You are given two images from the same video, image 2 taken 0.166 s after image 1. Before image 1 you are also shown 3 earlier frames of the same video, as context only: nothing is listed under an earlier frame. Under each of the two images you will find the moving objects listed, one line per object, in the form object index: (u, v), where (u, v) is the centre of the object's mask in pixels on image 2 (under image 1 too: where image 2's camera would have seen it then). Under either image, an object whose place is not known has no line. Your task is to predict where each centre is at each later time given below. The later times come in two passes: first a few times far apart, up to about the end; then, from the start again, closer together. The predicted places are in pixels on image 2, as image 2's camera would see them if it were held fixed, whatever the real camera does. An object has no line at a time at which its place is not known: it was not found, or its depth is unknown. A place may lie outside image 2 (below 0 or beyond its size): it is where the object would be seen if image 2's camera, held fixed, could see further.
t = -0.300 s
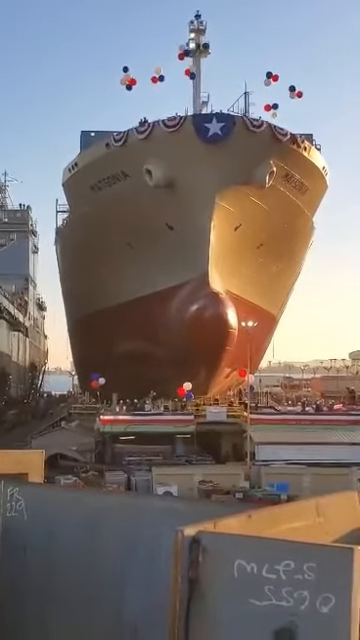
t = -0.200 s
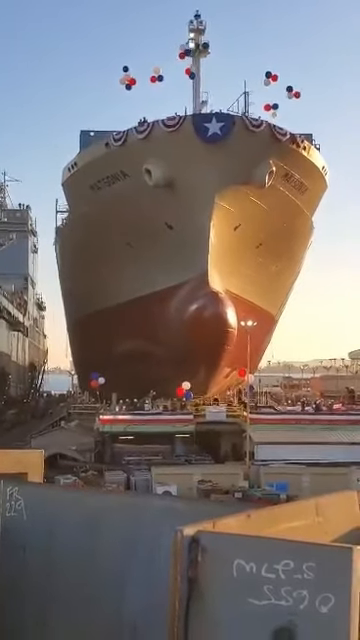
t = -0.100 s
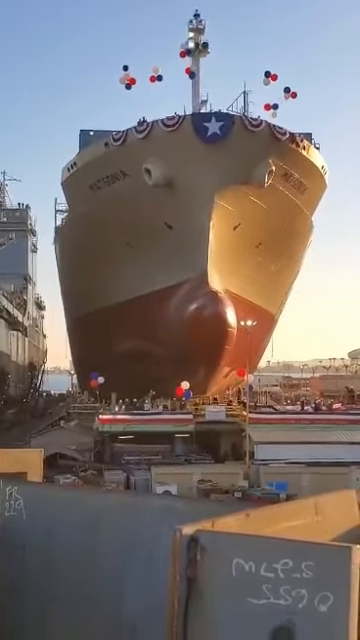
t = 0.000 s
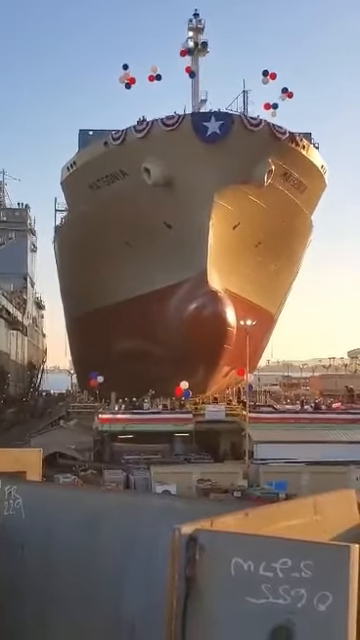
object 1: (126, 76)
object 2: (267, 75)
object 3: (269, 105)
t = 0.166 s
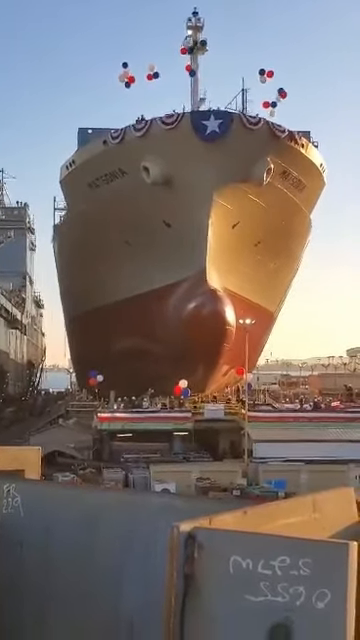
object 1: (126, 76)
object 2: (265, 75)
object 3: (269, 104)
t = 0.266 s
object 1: (126, 76)
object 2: (264, 75)
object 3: (269, 104)
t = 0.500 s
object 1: (126, 77)
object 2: (261, 74)
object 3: (267, 104)
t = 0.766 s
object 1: (126, 78)
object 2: (261, 75)
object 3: (265, 104)
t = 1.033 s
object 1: (126, 79)
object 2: (262, 75)
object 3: (265, 104)
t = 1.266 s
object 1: (127, 81)
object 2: (260, 75)
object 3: (266, 104)
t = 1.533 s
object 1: (128, 82)
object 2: (256, 76)
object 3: (267, 105)
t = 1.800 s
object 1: (129, 82)
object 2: (252, 77)
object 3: (265, 104)
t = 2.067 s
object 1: (130, 82)
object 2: (248, 77)
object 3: (263, 105)
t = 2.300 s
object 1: (130, 83)
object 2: (247, 78)
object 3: (261, 105)
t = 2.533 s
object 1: (130, 83)
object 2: (245, 79)
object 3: (261, 105)
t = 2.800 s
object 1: (129, 82)
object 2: (245, 81)
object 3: (262, 105)
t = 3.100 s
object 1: (128, 80)
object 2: (246, 80)
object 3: (264, 105)
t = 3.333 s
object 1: (129, 78)
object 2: (246, 79)
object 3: (264, 105)
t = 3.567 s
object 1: (129, 76)
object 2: (245, 79)
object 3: (263, 104)
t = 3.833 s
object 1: (129, 75)
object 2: (243, 79)
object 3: (262, 105)
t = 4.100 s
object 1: (130, 75)
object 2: (241, 80)
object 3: (263, 105)
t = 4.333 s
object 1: (130, 75)
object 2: (240, 82)
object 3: (264, 105)
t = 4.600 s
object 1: (129, 75)
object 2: (241, 85)
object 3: (264, 104)
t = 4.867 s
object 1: (129, 75)
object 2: (241, 85)
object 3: (264, 104)
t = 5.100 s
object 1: (127, 75)
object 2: (241, 84)
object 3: (263, 104)
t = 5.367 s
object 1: (126, 75)
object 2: (241, 80)
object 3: (261, 105)
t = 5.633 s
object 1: (124, 76)
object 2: (248, 76)
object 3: (259, 106)
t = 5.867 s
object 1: (122, 76)
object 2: (252, 75)
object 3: (262, 104)
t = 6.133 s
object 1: (121, 77)
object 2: (255, 74)
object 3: (267, 104)
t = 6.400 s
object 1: (120, 77)
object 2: (260, 72)
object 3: (267, 104)
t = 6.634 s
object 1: (120, 77)
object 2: (263, 71)
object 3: (266, 104)
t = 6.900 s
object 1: (121, 76)
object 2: (265, 72)
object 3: (266, 104)
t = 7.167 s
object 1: (121, 76)
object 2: (267, 72)
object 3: (267, 104)
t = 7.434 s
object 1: (123, 75)
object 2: (267, 73)
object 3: (267, 104)
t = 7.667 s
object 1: (125, 75)
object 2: (265, 76)
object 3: (267, 104)
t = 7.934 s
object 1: (128, 74)
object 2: (262, 81)
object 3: (265, 105)
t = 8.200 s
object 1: (131, 75)
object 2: (259, 87)
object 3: (265, 107)
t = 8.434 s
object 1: (132, 75)
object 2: (257, 93)
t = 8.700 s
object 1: (134, 76)
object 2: (258, 97)
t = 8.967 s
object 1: (135, 76)
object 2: (260, 97)
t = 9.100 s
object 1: (135, 76)
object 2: (261, 96)
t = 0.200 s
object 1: (126, 76)
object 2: (265, 75)
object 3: (269, 104)
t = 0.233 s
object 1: (126, 76)
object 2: (264, 74)
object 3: (269, 104)
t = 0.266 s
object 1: (126, 76)
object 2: (264, 75)
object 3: (269, 104)
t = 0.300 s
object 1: (126, 76)
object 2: (263, 74)
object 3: (269, 104)
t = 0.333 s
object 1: (127, 76)
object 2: (263, 75)
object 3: (268, 104)
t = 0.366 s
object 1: (126, 76)
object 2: (262, 74)
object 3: (268, 104)
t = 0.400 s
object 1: (126, 76)
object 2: (262, 74)
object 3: (268, 104)
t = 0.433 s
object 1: (126, 77)
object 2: (262, 74)
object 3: (267, 104)
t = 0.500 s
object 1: (126, 77)
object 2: (261, 74)
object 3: (267, 104)
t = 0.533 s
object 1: (126, 77)
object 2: (261, 75)
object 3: (267, 104)
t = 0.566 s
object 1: (126, 77)
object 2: (261, 74)
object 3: (266, 104)
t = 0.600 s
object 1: (126, 77)
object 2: (261, 75)
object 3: (266, 104)
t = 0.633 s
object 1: (126, 77)
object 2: (261, 75)
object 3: (266, 104)
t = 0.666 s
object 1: (126, 77)
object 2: (261, 74)
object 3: (265, 104)
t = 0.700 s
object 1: (126, 77)
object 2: (261, 75)
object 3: (265, 104)
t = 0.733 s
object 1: (126, 78)
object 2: (261, 74)
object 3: (265, 104)
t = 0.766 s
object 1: (126, 78)
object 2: (261, 75)
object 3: (265, 104)
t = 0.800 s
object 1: (125, 78)
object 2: (262, 75)
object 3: (264, 104)
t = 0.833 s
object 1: (125, 78)
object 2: (261, 75)
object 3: (264, 104)
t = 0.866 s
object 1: (126, 78)
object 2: (262, 75)
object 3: (265, 104)
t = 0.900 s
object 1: (126, 79)
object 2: (262, 75)
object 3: (264, 104)
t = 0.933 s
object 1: (126, 79)
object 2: (262, 75)
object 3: (264, 104)
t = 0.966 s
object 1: (126, 79)
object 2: (262, 75)
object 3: (264, 104)
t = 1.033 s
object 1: (126, 79)
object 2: (262, 75)
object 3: (265, 104)
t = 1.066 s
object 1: (126, 80)
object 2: (262, 75)
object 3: (265, 104)
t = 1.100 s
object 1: (126, 80)
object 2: (261, 75)
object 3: (265, 104)
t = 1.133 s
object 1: (126, 80)
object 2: (262, 76)
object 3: (266, 104)
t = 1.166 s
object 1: (127, 80)
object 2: (261, 76)
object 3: (266, 104)
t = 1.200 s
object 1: (127, 81)
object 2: (261, 76)
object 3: (266, 104)
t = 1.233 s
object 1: (127, 81)
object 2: (261, 75)
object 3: (266, 104)
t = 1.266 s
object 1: (127, 81)
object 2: (260, 75)
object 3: (266, 104)
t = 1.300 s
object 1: (127, 81)
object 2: (260, 76)
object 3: (267, 104)
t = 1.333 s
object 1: (127, 81)
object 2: (260, 76)
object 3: (267, 104)
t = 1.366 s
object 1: (127, 81)
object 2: (259, 76)
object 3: (267, 104)
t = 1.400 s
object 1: (127, 82)
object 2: (258, 76)
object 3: (267, 104)
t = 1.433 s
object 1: (127, 82)
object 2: (258, 76)
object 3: (267, 104)
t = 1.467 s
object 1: (128, 82)
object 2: (257, 76)
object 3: (267, 105)
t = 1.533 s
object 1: (128, 82)
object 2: (256, 76)
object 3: (267, 105)
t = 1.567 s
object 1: (128, 82)
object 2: (256, 76)
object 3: (267, 105)
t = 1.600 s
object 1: (128, 82)
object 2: (255, 76)
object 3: (266, 105)
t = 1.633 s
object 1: (128, 82)
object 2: (255, 77)
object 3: (266, 105)
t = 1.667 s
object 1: (128, 82)
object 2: (254, 76)
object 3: (266, 105)
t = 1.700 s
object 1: (129, 82)
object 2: (254, 76)
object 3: (266, 105)
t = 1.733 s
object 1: (128, 82)
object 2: (252, 77)
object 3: (265, 104)
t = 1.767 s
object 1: (128, 82)
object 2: (252, 77)
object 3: (265, 105)
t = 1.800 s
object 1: (129, 82)
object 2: (252, 77)
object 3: (265, 104)
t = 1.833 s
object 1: (129, 82)
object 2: (251, 77)
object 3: (264, 104)
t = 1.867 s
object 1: (129, 82)
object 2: (251, 77)
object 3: (264, 104)
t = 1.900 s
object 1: (129, 82)
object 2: (250, 77)
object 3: (264, 104)
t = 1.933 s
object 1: (129, 82)
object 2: (250, 77)
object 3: (264, 104)
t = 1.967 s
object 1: (130, 82)
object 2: (249, 77)
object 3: (264, 104)
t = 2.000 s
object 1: (130, 82)
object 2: (249, 77)
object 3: (263, 105)
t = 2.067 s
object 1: (130, 82)
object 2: (248, 77)
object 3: (263, 105)
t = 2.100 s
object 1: (130, 82)
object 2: (248, 77)
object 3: (263, 105)
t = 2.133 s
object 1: (130, 82)
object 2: (247, 77)
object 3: (262, 105)
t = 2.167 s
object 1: (130, 82)
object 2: (247, 77)
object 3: (262, 105)
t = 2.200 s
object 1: (130, 82)
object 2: (247, 78)
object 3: (262, 105)
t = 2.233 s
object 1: (130, 82)
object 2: (247, 78)
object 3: (261, 105)
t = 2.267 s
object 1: (130, 83)
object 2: (247, 78)
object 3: (261, 105)
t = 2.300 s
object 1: (130, 83)
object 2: (247, 78)
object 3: (261, 105)
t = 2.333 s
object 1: (130, 82)
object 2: (246, 78)
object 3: (261, 105)
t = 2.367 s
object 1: (130, 82)
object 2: (246, 79)
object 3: (261, 105)
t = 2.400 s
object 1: (130, 83)
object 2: (246, 79)
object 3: (261, 105)
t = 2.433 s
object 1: (130, 83)
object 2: (245, 80)
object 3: (261, 105)
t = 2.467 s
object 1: (130, 82)
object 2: (245, 80)
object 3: (261, 105)
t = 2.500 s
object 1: (130, 82)
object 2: (245, 80)
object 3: (261, 105)
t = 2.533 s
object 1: (130, 83)
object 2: (245, 79)
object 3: (261, 105)
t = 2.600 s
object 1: (130, 82)
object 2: (244, 80)
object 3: (261, 105)
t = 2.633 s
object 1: (129, 82)
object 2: (244, 81)
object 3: (262, 105)
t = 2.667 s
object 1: (129, 82)
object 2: (244, 81)
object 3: (262, 105)
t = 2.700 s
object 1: (129, 82)
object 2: (244, 81)
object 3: (262, 105)
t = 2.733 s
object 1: (129, 82)
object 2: (244, 82)
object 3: (262, 105)
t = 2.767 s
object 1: (129, 82)
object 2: (245, 82)
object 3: (262, 105)
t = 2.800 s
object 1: (129, 82)
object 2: (245, 81)
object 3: (262, 105)
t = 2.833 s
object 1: (129, 82)
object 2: (245, 81)
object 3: (262, 105)
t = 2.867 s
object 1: (129, 82)
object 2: (245, 81)
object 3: (263, 104)
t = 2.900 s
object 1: (129, 82)
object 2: (245, 81)
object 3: (263, 104)
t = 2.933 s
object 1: (128, 81)
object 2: (245, 80)
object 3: (263, 104)
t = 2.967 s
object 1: (129, 81)
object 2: (245, 80)
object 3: (263, 105)
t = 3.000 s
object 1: (129, 81)
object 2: (245, 80)
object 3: (264, 104)
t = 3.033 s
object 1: (129, 81)
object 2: (246, 80)
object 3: (264, 105)
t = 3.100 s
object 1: (128, 80)
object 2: (246, 80)
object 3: (264, 105)
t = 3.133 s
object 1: (129, 80)
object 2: (246, 80)
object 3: (264, 105)
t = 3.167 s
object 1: (128, 79)
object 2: (246, 80)
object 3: (264, 105)
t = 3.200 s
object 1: (129, 79)
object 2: (246, 80)
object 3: (264, 105)
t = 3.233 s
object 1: (129, 79)
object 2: (246, 79)
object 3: (264, 105)
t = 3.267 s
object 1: (129, 79)
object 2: (246, 79)
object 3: (264, 105)
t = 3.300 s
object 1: (129, 78)
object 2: (246, 79)
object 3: (264, 105)
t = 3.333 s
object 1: (129, 78)
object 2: (246, 79)
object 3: (264, 105)
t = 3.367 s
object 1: (129, 78)
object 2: (246, 79)
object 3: (264, 105)
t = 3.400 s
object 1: (129, 77)
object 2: (246, 78)
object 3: (264, 105)
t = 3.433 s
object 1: (128, 77)
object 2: (246, 78)
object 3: (264, 105)
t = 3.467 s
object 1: (129, 77)
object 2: (245, 79)
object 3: (263, 104)
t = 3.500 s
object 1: (128, 77)
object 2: (245, 79)
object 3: (263, 104)
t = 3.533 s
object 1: (129, 77)
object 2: (245, 79)
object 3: (263, 104)
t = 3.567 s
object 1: (129, 76)
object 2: (245, 79)
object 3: (263, 104)
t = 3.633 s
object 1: (129, 76)
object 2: (244, 79)
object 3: (262, 104)
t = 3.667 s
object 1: (129, 76)
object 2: (244, 79)
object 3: (262, 104)
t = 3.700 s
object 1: (129, 76)
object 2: (244, 79)
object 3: (262, 104)
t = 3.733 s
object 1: (129, 76)
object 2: (244, 79)
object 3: (262, 104)
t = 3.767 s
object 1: (129, 76)
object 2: (244, 79)
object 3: (262, 105)
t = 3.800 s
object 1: (129, 75)
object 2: (243, 79)
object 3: (262, 105)
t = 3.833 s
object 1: (129, 75)
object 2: (243, 79)
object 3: (262, 105)
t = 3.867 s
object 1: (129, 75)
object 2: (243, 79)
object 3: (262, 105)
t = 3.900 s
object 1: (129, 75)
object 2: (242, 80)
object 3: (262, 105)
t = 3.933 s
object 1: (129, 75)
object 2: (242, 80)
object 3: (262, 105)
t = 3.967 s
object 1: (129, 75)
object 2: (242, 80)
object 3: (262, 105)
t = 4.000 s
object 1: (129, 75)
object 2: (242, 80)
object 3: (262, 105)
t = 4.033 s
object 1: (130, 75)
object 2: (241, 80)
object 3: (262, 105)
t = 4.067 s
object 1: (130, 75)
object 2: (241, 80)
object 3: (263, 105)
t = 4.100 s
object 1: (130, 75)
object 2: (241, 80)
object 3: (263, 105)
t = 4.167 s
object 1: (130, 75)
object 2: (241, 81)
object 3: (263, 105)
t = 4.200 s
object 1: (130, 75)
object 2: (241, 81)
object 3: (263, 105)
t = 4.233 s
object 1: (130, 75)
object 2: (241, 81)
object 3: (263, 105)
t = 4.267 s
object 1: (130, 75)
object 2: (241, 82)
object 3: (263, 105)
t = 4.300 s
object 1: (130, 75)
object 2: (240, 82)
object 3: (263, 105)
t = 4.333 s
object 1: (130, 75)
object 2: (240, 82)
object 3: (264, 105)
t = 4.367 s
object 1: (130, 75)
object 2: (240, 83)
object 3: (264, 105)
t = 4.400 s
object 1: (130, 75)
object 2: (241, 83)
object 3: (264, 104)
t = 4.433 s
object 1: (130, 74)
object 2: (241, 83)
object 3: (264, 104)
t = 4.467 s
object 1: (130, 74)
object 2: (241, 84)
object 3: (264, 104)
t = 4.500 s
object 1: (130, 75)
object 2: (241, 84)
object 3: (264, 104)
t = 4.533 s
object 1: (130, 75)
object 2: (241, 84)
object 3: (264, 104)
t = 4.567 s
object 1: (130, 75)
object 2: (241, 84)
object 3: (264, 104)
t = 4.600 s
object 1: (129, 75)
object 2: (241, 85)
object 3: (264, 104)
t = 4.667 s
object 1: (129, 75)
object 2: (241, 85)
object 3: (264, 104)
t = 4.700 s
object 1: (129, 75)
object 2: (241, 85)
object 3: (264, 104)
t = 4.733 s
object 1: (129, 75)
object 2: (241, 85)
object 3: (264, 104)
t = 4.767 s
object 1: (129, 75)
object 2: (241, 85)
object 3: (264, 104)
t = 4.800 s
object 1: (129, 75)
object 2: (241, 85)
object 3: (264, 104)
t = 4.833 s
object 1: (129, 75)
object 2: (241, 86)
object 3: (264, 104)
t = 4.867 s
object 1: (129, 75)
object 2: (241, 85)
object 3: (264, 104)
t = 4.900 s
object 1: (129, 75)
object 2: (241, 86)
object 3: (264, 104)
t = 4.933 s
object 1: (129, 75)
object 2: (241, 86)
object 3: (264, 104)
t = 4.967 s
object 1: (128, 75)
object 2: (241, 86)
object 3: (264, 104)
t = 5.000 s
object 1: (128, 75)
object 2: (241, 85)
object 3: (263, 104)
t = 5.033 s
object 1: (128, 75)
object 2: (241, 85)
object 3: (263, 104)
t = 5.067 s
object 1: (127, 75)
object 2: (241, 85)
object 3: (263, 104)
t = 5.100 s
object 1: (127, 75)
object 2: (241, 84)
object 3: (263, 104)
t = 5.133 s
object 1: (127, 75)
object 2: (241, 84)
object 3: (262, 105)
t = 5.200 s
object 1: (127, 75)
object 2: (241, 83)
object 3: (262, 105)
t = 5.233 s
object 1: (127, 75)
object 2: (241, 83)
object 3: (262, 105)
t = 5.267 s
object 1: (126, 75)
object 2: (241, 81)
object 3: (262, 105)
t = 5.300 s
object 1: (126, 75)
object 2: (241, 81)
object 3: (262, 105)
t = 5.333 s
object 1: (126, 75)
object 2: (241, 80)
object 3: (261, 105)
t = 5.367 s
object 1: (126, 75)
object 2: (241, 80)
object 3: (261, 105)
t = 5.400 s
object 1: (125, 76)
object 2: (241, 80)
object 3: (260, 105)
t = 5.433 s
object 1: (125, 76)
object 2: (242, 79)
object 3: (260, 106)
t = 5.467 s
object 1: (125, 76)
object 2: (243, 79)
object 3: (260, 106)
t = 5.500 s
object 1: (125, 76)
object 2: (244, 78)
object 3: (259, 106)
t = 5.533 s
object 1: (124, 76)
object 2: (245, 78)
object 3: (259, 106)
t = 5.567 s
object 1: (124, 76)
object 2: (246, 77)
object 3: (259, 106)
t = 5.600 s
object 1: (124, 76)
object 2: (247, 77)
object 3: (259, 106)
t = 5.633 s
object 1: (124, 76)
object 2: (248, 76)
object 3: (259, 106)
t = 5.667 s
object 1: (123, 76)
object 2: (248, 76)
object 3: (259, 106)
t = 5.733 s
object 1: (123, 76)
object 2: (250, 75)
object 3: (260, 105)
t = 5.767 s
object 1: (122, 76)
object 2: (250, 75)
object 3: (261, 105)
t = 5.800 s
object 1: (122, 76)
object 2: (251, 75)
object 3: (261, 104)
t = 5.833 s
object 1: (122, 76)
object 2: (251, 75)
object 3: (262, 104)
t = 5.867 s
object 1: (122, 76)
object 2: (252, 75)
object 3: (262, 104)
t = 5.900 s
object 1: (122, 76)
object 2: (252, 75)
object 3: (263, 104)
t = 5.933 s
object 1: (122, 77)
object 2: (253, 75)
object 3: (264, 104)
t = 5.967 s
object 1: (122, 77)
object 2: (253, 75)
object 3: (265, 104)
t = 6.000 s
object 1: (122, 77)
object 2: (253, 75)
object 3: (265, 104)
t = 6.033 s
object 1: (121, 77)
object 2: (254, 75)
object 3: (266, 104)
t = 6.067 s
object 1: (121, 77)
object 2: (254, 75)
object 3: (266, 104)
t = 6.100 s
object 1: (121, 77)
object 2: (254, 74)
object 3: (266, 104)
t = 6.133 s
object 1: (121, 77)
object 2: (255, 74)
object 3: (267, 104)
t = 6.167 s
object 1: (121, 77)
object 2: (255, 74)
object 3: (267, 104)
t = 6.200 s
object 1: (121, 77)
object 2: (256, 74)
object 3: (268, 104)
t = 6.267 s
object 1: (120, 77)
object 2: (257, 73)
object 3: (268, 103)
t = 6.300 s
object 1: (120, 77)
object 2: (258, 73)
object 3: (267, 104)
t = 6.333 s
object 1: (120, 77)
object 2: (258, 73)
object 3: (267, 104)
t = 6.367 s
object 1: (120, 77)
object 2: (259, 73)
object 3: (267, 104)
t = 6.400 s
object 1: (120, 77)
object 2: (260, 72)
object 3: (267, 104)
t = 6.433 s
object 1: (120, 77)
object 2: (260, 72)
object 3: (267, 104)
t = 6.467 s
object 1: (121, 77)
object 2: (261, 72)
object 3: (267, 103)
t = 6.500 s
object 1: (121, 77)
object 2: (261, 72)
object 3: (266, 103)
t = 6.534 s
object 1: (121, 77)
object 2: (262, 71)
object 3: (266, 103)
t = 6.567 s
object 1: (120, 76)
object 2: (262, 72)
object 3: (266, 103)
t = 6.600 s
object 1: (120, 77)
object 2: (263, 71)
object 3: (266, 104)
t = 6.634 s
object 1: (120, 77)
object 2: (263, 71)
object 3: (266, 104)
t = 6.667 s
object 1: (120, 77)
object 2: (263, 71)
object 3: (265, 104)
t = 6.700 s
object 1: (120, 77)
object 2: (264, 71)
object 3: (266, 104)
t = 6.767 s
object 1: (120, 76)
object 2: (264, 72)
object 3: (266, 104)
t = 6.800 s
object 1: (121, 76)
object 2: (264, 72)
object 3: (266, 104)
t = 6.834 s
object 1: (121, 76)
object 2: (264, 72)
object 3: (266, 104)
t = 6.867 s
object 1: (120, 76)
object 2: (265, 72)
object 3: (266, 104)
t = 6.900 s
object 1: (121, 76)
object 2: (265, 72)
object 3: (266, 104)
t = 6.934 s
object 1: (121, 76)
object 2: (266, 72)
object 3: (266, 104)
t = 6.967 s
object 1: (121, 76)
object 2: (266, 72)
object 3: (266, 104)
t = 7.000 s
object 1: (121, 76)
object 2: (266, 72)
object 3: (266, 104)
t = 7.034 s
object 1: (121, 76)
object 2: (267, 73)
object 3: (266, 104)
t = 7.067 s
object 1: (121, 76)
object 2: (267, 73)
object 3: (267, 104)
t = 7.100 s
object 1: (121, 76)
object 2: (267, 73)
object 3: (267, 104)
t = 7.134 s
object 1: (121, 76)
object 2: (267, 73)
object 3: (267, 104)
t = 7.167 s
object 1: (121, 76)
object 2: (267, 72)
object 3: (267, 104)
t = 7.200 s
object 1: (122, 76)
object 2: (268, 73)
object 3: (267, 104)
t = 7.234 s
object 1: (122, 76)
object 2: (268, 73)
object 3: (267, 104)
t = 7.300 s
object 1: (122, 76)
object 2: (268, 73)
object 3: (267, 104)
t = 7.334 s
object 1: (123, 76)
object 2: (268, 73)
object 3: (267, 104)
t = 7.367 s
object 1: (123, 75)
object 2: (268, 73)
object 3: (267, 104)
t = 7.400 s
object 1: (123, 75)
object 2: (267, 73)
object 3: (267, 104)
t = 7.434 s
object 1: (123, 75)
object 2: (267, 73)
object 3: (267, 104)
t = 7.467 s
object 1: (123, 75)
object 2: (267, 74)
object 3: (267, 104)
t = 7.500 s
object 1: (124, 75)
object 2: (267, 74)
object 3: (267, 104)
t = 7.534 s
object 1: (124, 75)
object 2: (266, 74)
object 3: (267, 104)
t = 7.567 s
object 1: (124, 75)
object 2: (266, 75)
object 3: (267, 104)
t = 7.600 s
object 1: (124, 75)
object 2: (266, 75)
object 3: (267, 103)
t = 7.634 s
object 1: (125, 75)
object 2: (265, 75)
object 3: (267, 104)
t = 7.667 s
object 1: (125, 75)
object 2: (265, 76)
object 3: (267, 104)
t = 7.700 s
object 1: (125, 75)
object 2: (264, 76)
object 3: (267, 104)
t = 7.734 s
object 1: (126, 75)
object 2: (264, 77)
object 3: (267, 104)
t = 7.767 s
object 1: (126, 74)
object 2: (264, 77)
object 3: (266, 104)
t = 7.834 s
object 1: (127, 74)
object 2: (263, 78)
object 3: (266, 104)
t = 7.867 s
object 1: (127, 74)
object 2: (263, 79)
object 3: (265, 105)
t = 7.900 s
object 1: (127, 74)
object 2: (262, 80)
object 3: (265, 105)
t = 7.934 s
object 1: (128, 74)
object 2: (262, 81)
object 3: (265, 105)
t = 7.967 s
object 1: (128, 74)
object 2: (262, 82)
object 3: (265, 106)
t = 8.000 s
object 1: (128, 74)
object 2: (261, 83)
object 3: (264, 106)
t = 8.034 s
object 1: (129, 74)
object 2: (261, 83)
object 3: (265, 106)
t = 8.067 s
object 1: (129, 74)
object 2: (261, 84)
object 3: (264, 106)
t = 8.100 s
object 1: (130, 74)
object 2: (260, 85)
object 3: (265, 107)
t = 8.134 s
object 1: (130, 74)
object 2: (260, 86)
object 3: (265, 107)
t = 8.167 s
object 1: (130, 75)
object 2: (259, 87)
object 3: (264, 107)
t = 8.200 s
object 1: (131, 75)
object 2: (259, 87)
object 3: (265, 107)
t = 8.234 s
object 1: (131, 75)
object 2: (259, 88)
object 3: (265, 107)
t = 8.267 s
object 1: (131, 75)
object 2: (258, 89)
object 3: (265, 108)
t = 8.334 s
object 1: (132, 75)
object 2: (258, 90)
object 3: (266, 108)
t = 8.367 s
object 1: (132, 75)
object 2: (257, 91)
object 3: (266, 108)
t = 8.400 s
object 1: (132, 75)
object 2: (257, 92)
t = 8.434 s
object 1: (132, 75)
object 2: (257, 93)
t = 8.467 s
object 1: (132, 76)
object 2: (257, 93)
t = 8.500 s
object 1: (133, 76)
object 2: (257, 94)
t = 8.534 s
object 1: (133, 76)
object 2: (257, 95)
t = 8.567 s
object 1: (133, 76)
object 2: (257, 95)
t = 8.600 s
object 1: (133, 76)
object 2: (257, 96)
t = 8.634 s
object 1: (133, 76)
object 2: (258, 96)
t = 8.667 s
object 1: (134, 76)
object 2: (258, 97)
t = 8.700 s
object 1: (134, 76)
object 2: (258, 97)
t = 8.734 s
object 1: (134, 76)
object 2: (258, 97)
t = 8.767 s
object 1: (134, 76)
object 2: (258, 97)
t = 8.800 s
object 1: (134, 76)
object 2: (259, 98)
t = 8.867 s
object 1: (135, 76)
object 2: (259, 97)
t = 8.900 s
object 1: (135, 76)
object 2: (260, 97)
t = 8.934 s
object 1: (135, 76)
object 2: (260, 97)
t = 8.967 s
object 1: (135, 76)
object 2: (260, 97)
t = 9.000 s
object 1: (135, 76)
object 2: (261, 97)
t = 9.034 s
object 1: (135, 76)
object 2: (261, 97)
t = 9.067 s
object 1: (135, 76)
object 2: (261, 97)
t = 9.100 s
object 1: (135, 76)
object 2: (261, 96)
